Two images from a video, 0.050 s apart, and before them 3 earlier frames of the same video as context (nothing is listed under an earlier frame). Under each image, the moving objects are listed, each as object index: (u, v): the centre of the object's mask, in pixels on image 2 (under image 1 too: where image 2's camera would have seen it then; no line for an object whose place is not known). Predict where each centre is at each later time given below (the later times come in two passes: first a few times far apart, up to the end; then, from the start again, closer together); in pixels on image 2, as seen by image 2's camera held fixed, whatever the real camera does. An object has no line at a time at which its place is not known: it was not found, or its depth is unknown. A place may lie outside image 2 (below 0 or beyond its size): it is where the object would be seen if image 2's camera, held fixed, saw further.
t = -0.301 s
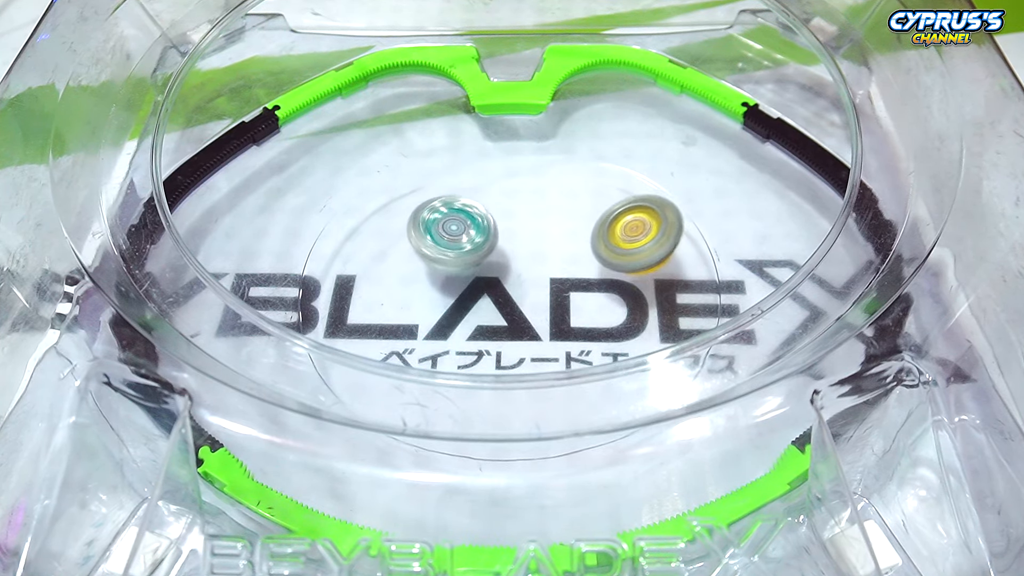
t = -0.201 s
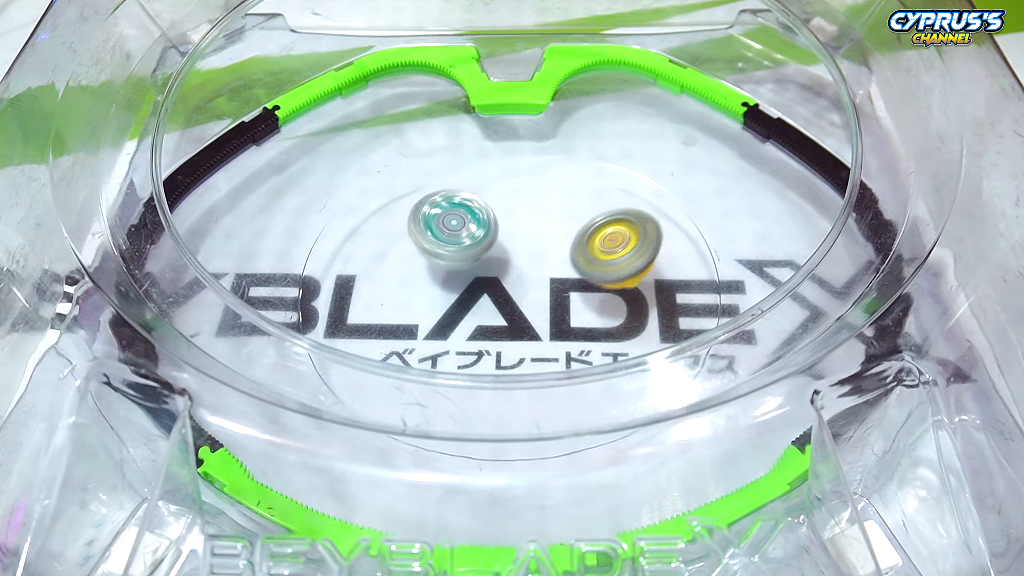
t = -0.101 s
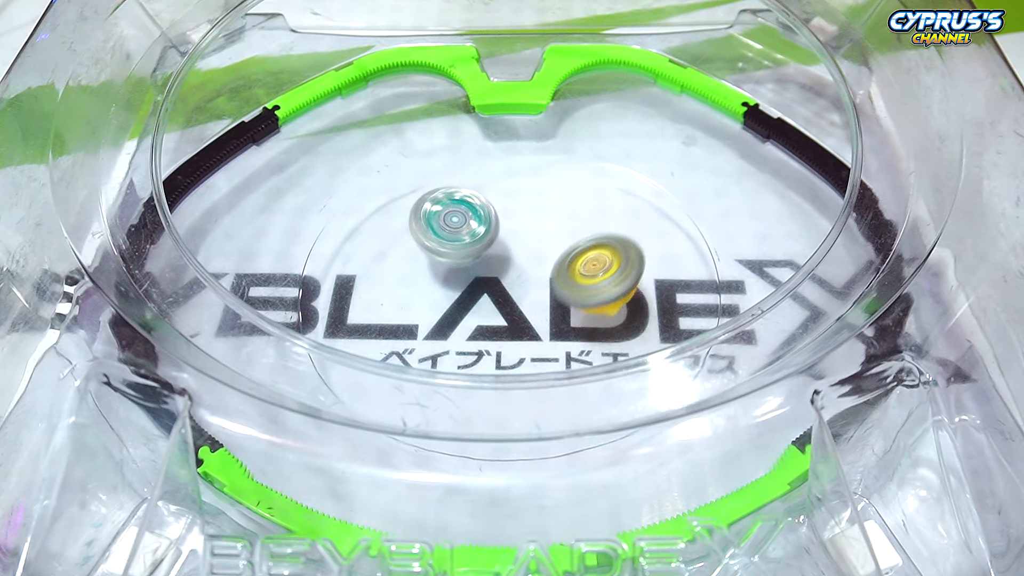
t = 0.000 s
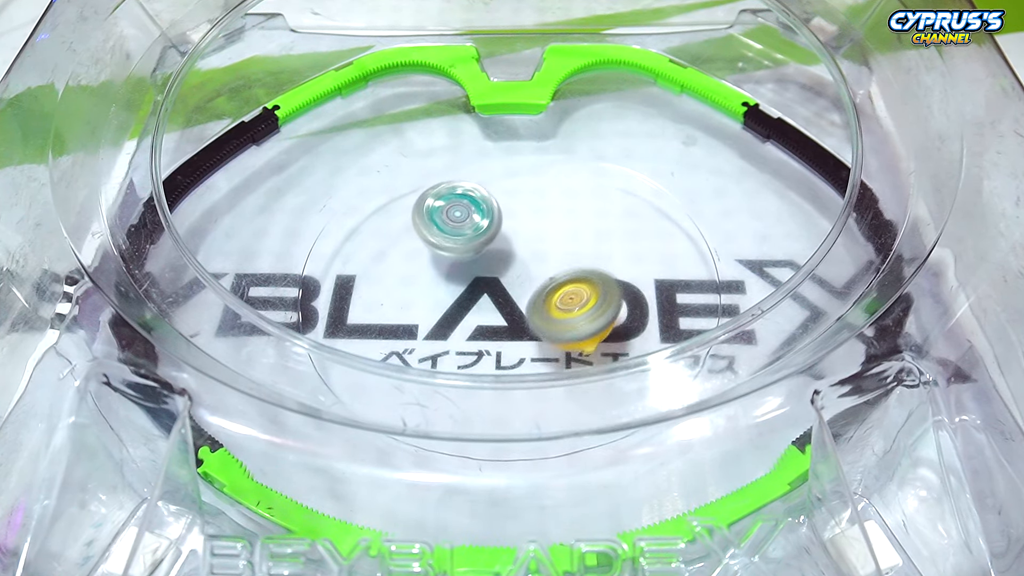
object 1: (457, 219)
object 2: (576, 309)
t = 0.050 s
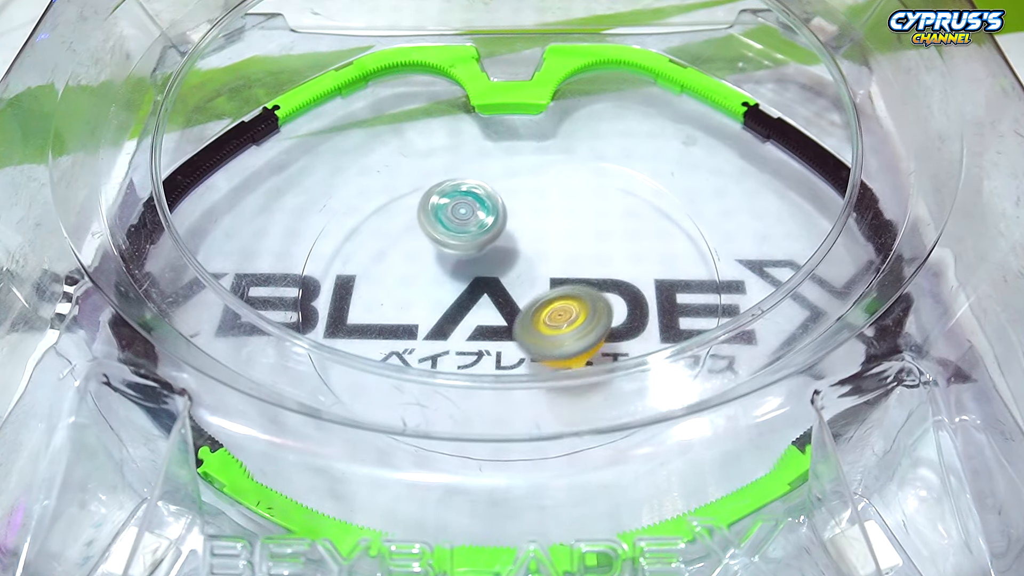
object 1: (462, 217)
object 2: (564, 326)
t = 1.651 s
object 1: (563, 280)
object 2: (430, 208)
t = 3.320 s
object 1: (449, 275)
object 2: (588, 315)
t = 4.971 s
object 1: (577, 233)
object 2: (457, 209)
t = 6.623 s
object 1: (578, 426)
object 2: (466, 436)
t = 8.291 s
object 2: (632, 252)
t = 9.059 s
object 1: (366, 379)
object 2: (496, 343)
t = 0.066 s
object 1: (464, 216)
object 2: (561, 331)
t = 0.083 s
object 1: (466, 216)
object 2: (558, 334)
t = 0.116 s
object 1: (468, 216)
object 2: (552, 341)
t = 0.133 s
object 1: (470, 216)
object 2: (549, 343)
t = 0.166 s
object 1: (472, 216)
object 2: (544, 348)
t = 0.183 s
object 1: (474, 216)
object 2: (542, 350)
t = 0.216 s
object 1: (478, 216)
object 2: (538, 362)
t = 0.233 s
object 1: (480, 215)
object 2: (536, 368)
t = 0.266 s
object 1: (485, 215)
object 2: (532, 374)
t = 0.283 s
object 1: (487, 216)
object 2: (530, 376)
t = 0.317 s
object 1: (490, 217)
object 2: (527, 376)
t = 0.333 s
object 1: (492, 217)
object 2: (526, 375)
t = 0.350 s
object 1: (494, 216)
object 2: (525, 375)
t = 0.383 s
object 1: (499, 216)
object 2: (520, 375)
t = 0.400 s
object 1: (502, 216)
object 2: (520, 387)
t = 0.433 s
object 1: (507, 216)
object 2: (511, 376)
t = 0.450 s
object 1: (508, 216)
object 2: (511, 375)
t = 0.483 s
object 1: (512, 215)
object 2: (506, 375)
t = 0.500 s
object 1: (514, 215)
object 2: (503, 375)
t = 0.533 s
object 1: (519, 215)
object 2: (497, 373)
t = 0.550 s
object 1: (522, 215)
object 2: (494, 371)
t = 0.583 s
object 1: (526, 216)
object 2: (488, 364)
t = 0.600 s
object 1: (528, 216)
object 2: (486, 362)
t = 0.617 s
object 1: (529, 216)
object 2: (484, 352)
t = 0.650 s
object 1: (532, 215)
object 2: (478, 349)
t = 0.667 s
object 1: (534, 215)
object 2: (475, 347)
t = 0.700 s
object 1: (538, 215)
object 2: (470, 344)
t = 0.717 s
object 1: (540, 216)
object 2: (466, 342)
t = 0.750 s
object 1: (542, 217)
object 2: (459, 339)
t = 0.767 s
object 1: (543, 218)
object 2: (456, 337)
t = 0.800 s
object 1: (543, 218)
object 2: (449, 334)
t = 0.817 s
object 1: (544, 218)
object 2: (445, 332)
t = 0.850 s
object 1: (547, 220)
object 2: (438, 329)
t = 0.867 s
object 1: (548, 221)
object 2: (434, 327)
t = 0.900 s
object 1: (549, 224)
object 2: (425, 322)
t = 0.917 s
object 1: (549, 224)
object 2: (422, 320)
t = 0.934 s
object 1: (550, 226)
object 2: (418, 318)
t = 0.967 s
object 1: (552, 227)
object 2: (411, 312)
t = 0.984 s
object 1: (553, 228)
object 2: (408, 309)
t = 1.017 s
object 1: (556, 230)
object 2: (403, 303)
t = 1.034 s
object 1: (557, 232)
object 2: (400, 299)
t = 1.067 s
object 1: (560, 234)
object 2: (396, 293)
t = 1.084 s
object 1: (561, 235)
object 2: (394, 290)
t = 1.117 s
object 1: (565, 238)
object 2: (391, 285)
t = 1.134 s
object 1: (566, 239)
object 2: (390, 282)
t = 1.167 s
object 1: (569, 242)
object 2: (388, 277)
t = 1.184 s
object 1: (570, 243)
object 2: (387, 274)
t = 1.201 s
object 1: (571, 243)
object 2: (387, 272)
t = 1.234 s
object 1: (572, 245)
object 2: (387, 268)
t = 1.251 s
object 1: (573, 246)
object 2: (387, 266)
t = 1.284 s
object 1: (574, 249)
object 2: (388, 262)
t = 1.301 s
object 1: (574, 250)
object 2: (389, 260)
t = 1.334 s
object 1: (572, 252)
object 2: (391, 256)
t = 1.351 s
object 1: (572, 253)
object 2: (392, 254)
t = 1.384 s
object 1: (571, 255)
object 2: (395, 249)
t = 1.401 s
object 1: (571, 257)
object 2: (397, 247)
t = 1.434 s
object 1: (569, 260)
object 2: (401, 243)
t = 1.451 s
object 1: (568, 263)
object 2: (403, 240)
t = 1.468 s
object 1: (567, 264)
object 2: (405, 238)
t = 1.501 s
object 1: (566, 266)
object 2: (410, 233)
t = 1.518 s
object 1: (566, 267)
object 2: (412, 230)
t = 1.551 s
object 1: (565, 271)
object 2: (416, 224)
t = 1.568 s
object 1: (565, 272)
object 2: (419, 222)
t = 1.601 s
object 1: (564, 276)
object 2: (423, 216)
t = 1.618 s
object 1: (563, 278)
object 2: (426, 213)
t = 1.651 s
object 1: (563, 280)
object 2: (430, 208)
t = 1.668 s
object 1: (563, 282)
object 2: (433, 204)
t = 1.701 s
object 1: (563, 286)
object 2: (437, 200)
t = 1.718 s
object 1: (562, 288)
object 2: (439, 198)
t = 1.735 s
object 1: (562, 290)
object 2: (441, 197)
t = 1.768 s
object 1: (561, 293)
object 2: (444, 193)
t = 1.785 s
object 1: (560, 294)
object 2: (446, 191)
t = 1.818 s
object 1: (560, 297)
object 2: (450, 189)
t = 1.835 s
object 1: (560, 298)
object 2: (452, 188)
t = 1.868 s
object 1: (560, 300)
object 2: (455, 187)
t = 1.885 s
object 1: (559, 301)
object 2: (457, 186)
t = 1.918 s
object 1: (557, 304)
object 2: (461, 185)
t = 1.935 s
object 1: (556, 305)
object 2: (463, 185)
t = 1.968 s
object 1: (553, 307)
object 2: (468, 185)
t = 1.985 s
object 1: (552, 308)
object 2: (471, 185)
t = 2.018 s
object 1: (550, 310)
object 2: (476, 184)
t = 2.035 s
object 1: (549, 310)
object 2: (479, 185)
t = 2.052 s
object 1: (547, 311)
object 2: (482, 185)
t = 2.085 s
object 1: (544, 312)
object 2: (488, 186)
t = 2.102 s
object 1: (542, 311)
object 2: (491, 186)
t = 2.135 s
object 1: (540, 311)
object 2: (497, 188)
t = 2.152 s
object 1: (539, 312)
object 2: (500, 189)
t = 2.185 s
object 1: (535, 312)
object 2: (507, 191)
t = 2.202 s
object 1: (533, 312)
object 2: (511, 192)
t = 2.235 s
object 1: (529, 311)
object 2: (519, 195)
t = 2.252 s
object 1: (527, 311)
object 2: (523, 196)
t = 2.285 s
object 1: (524, 310)
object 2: (531, 198)
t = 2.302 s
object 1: (522, 310)
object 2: (535, 200)
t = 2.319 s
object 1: (521, 310)
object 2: (538, 200)
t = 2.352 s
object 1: (517, 309)
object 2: (544, 202)
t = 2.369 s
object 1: (515, 309)
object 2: (547, 203)
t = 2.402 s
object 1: (511, 309)
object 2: (553, 205)
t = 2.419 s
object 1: (509, 309)
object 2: (556, 207)
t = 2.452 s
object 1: (505, 310)
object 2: (560, 208)
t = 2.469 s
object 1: (503, 309)
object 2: (563, 209)
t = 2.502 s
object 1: (497, 310)
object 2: (568, 211)
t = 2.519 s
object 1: (495, 309)
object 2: (571, 212)
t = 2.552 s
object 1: (490, 309)
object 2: (575, 215)
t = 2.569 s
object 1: (488, 309)
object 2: (578, 215)
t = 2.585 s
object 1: (486, 309)
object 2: (580, 216)
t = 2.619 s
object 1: (481, 309)
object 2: (583, 217)
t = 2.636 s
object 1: (479, 308)
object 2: (585, 219)
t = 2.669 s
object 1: (475, 308)
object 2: (589, 221)
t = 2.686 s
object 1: (474, 308)
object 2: (591, 222)
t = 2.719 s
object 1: (470, 308)
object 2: (596, 224)
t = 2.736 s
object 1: (468, 307)
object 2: (598, 226)
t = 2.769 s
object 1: (464, 307)
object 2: (601, 229)
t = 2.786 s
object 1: (462, 306)
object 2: (603, 230)
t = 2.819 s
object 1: (459, 304)
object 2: (606, 233)
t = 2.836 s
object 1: (458, 304)
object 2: (607, 235)
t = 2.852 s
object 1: (457, 303)
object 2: (609, 237)
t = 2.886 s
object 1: (455, 302)
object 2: (611, 241)
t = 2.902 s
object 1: (454, 301)
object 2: (613, 243)
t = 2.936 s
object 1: (452, 301)
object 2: (615, 248)
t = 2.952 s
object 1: (451, 300)
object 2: (615, 251)
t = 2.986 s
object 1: (449, 299)
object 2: (616, 256)
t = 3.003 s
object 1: (448, 298)
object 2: (617, 259)
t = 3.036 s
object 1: (448, 297)
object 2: (616, 265)
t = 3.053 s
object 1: (447, 296)
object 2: (616, 268)
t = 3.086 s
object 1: (446, 294)
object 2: (615, 275)
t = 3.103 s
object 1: (446, 293)
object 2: (614, 278)
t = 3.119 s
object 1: (446, 291)
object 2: (612, 281)
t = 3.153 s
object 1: (446, 289)
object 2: (610, 288)
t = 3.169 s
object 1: (447, 288)
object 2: (608, 292)
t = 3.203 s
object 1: (447, 285)
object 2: (604, 298)
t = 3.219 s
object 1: (447, 283)
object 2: (602, 301)
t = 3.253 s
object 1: (448, 280)
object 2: (598, 306)
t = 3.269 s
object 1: (448, 279)
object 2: (596, 308)
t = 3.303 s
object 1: (449, 277)
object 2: (590, 313)
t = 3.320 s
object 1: (449, 275)
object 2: (588, 315)
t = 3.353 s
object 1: (450, 273)
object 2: (581, 320)
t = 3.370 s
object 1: (449, 272)
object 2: (578, 322)
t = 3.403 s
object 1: (450, 270)
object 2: (571, 325)
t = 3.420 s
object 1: (450, 269)
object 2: (568, 326)
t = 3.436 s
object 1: (450, 267)
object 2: (565, 327)
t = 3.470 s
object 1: (450, 266)
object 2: (558, 327)
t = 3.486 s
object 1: (449, 265)
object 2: (555, 328)
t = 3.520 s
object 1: (449, 262)
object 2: (548, 328)
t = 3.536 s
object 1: (449, 260)
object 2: (545, 328)
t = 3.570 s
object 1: (449, 258)
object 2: (538, 329)
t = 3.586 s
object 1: (450, 257)
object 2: (535, 329)
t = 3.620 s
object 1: (452, 253)
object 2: (527, 328)
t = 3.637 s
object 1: (453, 252)
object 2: (524, 328)
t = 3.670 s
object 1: (455, 250)
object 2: (516, 327)
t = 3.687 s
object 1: (456, 248)
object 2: (512, 326)
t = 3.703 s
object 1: (456, 247)
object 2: (508, 325)
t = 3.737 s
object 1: (458, 245)
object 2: (500, 323)
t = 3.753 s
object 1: (459, 243)
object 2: (496, 322)
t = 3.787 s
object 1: (461, 240)
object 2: (488, 320)
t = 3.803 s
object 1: (461, 238)
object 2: (484, 319)
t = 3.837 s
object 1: (464, 235)
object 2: (477, 316)
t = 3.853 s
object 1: (465, 234)
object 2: (474, 314)
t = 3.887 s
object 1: (468, 230)
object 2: (467, 311)
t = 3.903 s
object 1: (469, 229)
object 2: (463, 309)
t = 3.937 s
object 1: (471, 227)
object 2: (457, 306)
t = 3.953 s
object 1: (472, 226)
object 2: (454, 304)
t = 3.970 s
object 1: (473, 225)
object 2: (450, 302)
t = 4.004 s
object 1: (475, 222)
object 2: (444, 298)
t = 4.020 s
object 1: (476, 222)
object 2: (441, 296)
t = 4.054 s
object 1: (478, 221)
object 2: (435, 292)
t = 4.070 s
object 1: (479, 220)
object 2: (433, 291)
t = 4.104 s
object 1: (481, 219)
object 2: (429, 287)
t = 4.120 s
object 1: (482, 219)
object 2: (427, 286)
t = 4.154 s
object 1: (484, 218)
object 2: (423, 282)
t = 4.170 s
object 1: (485, 218)
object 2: (422, 281)
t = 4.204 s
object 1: (486, 218)
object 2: (420, 277)
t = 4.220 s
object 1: (487, 218)
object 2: (419, 276)
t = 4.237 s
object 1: (487, 218)
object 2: (418, 274)
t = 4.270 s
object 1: (490, 218)
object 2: (417, 270)
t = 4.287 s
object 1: (492, 217)
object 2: (416, 268)
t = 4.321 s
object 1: (495, 217)
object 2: (416, 265)
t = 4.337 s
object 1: (497, 218)
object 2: (416, 263)
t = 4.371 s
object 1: (499, 218)
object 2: (416, 259)
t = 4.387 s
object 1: (502, 218)
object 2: (416, 257)
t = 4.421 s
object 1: (506, 218)
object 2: (417, 254)
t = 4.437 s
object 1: (508, 218)
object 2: (417, 252)
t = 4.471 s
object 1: (513, 219)
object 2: (418, 249)
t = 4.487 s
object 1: (515, 219)
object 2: (419, 247)
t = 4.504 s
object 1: (517, 219)
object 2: (420, 246)
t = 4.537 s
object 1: (521, 220)
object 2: (422, 242)
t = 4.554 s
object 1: (523, 220)
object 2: (423, 241)
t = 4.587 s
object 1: (526, 221)
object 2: (425, 237)
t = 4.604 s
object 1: (528, 221)
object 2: (427, 236)
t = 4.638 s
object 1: (530, 221)
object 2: (431, 233)
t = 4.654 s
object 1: (532, 222)
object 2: (432, 231)
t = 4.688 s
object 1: (536, 222)
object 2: (436, 228)
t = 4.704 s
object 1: (537, 222)
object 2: (439, 227)
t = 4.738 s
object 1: (541, 223)
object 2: (443, 224)
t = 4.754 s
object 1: (542, 223)
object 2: (446, 223)
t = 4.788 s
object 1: (546, 224)
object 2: (451, 220)
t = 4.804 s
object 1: (547, 225)
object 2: (453, 219)
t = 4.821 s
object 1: (553, 226)
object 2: (452, 217)
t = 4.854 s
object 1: (563, 229)
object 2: (449, 214)
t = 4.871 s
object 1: (567, 230)
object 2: (449, 213)
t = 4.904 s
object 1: (572, 231)
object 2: (451, 211)
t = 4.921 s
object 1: (574, 232)
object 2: (452, 210)
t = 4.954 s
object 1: (577, 233)
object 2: (455, 209)
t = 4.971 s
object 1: (577, 233)
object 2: (457, 209)
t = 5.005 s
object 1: (578, 233)
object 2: (460, 208)
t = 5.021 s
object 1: (578, 233)
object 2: (462, 208)
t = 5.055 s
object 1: (578, 233)
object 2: (467, 207)
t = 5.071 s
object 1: (578, 233)
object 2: (469, 207)
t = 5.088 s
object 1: (578, 234)
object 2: (471, 207)
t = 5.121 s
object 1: (578, 235)
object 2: (475, 207)
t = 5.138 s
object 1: (578, 235)
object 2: (478, 207)
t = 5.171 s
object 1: (577, 236)
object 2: (482, 208)
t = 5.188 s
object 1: (577, 237)
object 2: (484, 208)
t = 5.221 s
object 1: (577, 239)
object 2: (489, 208)
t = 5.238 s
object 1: (576, 240)
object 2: (491, 208)
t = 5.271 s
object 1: (627, 261)
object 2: (444, 170)
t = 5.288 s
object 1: (661, 276)
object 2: (415, 154)
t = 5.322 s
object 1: (713, 294)
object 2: (362, 125)
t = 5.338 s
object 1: (738, 306)
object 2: (337, 106)
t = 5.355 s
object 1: (761, 319)
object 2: (315, 95)
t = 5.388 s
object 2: (286, 95)
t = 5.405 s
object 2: (287, 113)
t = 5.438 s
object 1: (806, 311)
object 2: (295, 164)
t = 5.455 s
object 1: (791, 278)
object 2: (299, 200)
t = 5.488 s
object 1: (752, 219)
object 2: (305, 240)
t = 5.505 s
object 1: (734, 195)
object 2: (310, 258)
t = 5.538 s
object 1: (702, 134)
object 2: (326, 313)
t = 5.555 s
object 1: (689, 107)
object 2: (328, 349)
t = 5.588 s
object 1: (661, 67)
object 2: (347, 386)
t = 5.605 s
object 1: (641, 48)
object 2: (358, 414)
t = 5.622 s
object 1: (603, 38)
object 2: (366, 441)
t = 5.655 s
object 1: (558, 93)
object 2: (391, 469)
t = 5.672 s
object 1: (563, 126)
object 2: (405, 488)
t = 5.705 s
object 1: (561, 226)
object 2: (436, 503)
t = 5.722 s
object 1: (559, 266)
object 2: (470, 502)
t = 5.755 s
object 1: (558, 338)
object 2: (566, 483)
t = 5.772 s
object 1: (559, 383)
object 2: (606, 474)
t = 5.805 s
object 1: (543, 416)
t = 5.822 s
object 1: (534, 420)
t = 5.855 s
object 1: (520, 431)
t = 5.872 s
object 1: (514, 435)
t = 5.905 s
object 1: (505, 446)
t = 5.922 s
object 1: (502, 455)
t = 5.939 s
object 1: (501, 461)
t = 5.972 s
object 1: (502, 474)
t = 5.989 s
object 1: (504, 483)
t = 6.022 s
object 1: (511, 487)
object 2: (868, 195)
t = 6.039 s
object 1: (514, 488)
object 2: (851, 177)
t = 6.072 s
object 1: (520, 490)
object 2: (814, 146)
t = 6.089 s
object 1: (523, 491)
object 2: (793, 128)
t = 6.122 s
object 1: (530, 490)
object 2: (750, 107)
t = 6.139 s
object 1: (533, 491)
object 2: (730, 94)
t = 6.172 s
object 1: (539, 490)
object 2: (697, 73)
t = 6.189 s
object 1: (542, 489)
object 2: (682, 64)
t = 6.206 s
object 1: (545, 488)
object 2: (667, 55)
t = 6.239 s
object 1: (550, 486)
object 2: (635, 45)
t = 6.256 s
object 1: (552, 486)
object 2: (622, 41)
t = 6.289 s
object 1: (556, 484)
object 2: (574, 63)
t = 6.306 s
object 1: (558, 482)
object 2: (561, 87)
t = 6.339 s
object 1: (562, 479)
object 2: (546, 140)
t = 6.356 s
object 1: (564, 478)
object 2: (537, 169)
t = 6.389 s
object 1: (567, 475)
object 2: (518, 224)
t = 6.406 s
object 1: (568, 473)
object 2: (509, 250)
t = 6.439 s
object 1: (571, 470)
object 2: (491, 298)
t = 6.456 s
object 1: (571, 460)
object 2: (482, 322)
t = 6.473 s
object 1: (572, 456)
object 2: (476, 334)
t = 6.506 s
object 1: (575, 449)
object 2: (459, 375)
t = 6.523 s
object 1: (575, 444)
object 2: (455, 391)
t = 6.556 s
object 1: (576, 438)
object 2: (450, 420)
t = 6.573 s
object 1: (576, 436)
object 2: (451, 430)
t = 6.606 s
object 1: (578, 429)
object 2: (461, 431)
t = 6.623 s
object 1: (578, 426)
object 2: (466, 436)
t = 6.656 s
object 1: (622, 418)
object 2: (438, 443)
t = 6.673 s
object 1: (641, 416)
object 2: (411, 442)
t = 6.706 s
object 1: (731, 393)
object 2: (360, 450)
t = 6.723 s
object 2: (342, 446)
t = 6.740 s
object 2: (323, 446)
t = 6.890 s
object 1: (842, 179)
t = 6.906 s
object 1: (830, 158)
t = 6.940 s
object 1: (766, 111)
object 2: (271, 412)
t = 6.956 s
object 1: (723, 96)
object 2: (272, 412)
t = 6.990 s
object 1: (649, 66)
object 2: (272, 408)
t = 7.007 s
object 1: (611, 56)
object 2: (271, 406)
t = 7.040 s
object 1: (579, 62)
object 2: (270, 404)
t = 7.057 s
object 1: (581, 77)
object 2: (271, 403)
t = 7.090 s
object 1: (594, 137)
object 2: (270, 399)
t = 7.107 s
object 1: (601, 178)
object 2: (269, 396)
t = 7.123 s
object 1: (602, 205)
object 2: (267, 392)
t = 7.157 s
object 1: (606, 271)
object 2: (265, 385)
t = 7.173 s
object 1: (606, 298)
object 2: (263, 383)
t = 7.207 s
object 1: (603, 338)
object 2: (259, 376)
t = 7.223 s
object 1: (604, 377)
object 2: (258, 374)
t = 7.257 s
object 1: (599, 427)
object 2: (252, 366)
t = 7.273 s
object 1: (589, 431)
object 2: (250, 362)
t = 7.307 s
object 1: (566, 445)
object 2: (251, 345)
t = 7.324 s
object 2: (249, 340)
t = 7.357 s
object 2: (248, 328)
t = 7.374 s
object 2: (250, 322)
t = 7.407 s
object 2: (255, 305)
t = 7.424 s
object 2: (259, 299)
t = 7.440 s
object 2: (260, 294)
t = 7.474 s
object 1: (557, 419)
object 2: (269, 279)
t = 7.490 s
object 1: (588, 382)
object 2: (271, 275)
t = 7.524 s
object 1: (639, 322)
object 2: (277, 265)
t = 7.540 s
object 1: (660, 308)
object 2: (281, 258)
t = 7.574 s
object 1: (695, 246)
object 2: (291, 247)
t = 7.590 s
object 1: (705, 220)
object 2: (296, 243)
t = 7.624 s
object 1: (726, 168)
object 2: (309, 231)
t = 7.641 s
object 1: (735, 143)
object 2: (315, 227)
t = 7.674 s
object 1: (747, 107)
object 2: (330, 225)
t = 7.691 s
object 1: (746, 90)
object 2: (338, 223)
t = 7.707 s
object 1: (717, 78)
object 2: (346, 223)
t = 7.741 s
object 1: (626, 82)
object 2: (362, 221)
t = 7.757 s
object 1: (594, 81)
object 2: (371, 220)
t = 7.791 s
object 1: (520, 84)
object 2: (390, 220)
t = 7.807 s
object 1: (485, 93)
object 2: (399, 219)
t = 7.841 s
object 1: (425, 107)
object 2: (419, 219)
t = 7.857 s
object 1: (396, 112)
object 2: (428, 219)
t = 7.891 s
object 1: (341, 127)
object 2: (446, 220)
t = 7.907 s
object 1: (320, 133)
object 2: (454, 219)
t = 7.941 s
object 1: (276, 145)
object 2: (470, 220)
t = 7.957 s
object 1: (258, 151)
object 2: (479, 220)
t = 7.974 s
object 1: (241, 158)
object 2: (487, 221)
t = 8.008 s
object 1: (214, 172)
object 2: (505, 223)
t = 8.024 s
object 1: (204, 179)
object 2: (513, 223)
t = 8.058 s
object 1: (184, 192)
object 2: (530, 225)
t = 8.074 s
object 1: (168, 201)
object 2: (539, 226)
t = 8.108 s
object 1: (150, 215)
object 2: (556, 229)
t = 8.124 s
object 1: (146, 224)
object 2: (565, 231)
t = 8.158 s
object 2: (580, 233)
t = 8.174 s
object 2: (587, 236)
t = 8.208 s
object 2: (602, 240)
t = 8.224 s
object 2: (608, 242)
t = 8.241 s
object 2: (616, 245)
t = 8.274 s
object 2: (626, 249)
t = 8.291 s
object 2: (632, 252)
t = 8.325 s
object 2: (642, 257)
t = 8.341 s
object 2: (646, 259)
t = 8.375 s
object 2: (654, 265)
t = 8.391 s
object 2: (657, 268)
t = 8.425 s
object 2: (663, 275)
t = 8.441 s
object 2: (665, 279)
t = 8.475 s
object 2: (669, 286)
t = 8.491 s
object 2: (670, 290)
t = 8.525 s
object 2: (671, 297)
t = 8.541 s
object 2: (671, 300)
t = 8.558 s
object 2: (669, 303)
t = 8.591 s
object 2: (667, 308)
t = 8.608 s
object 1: (796, 125)
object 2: (664, 312)
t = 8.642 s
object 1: (747, 92)
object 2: (657, 318)
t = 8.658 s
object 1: (722, 75)
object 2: (653, 320)
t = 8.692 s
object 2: (644, 326)
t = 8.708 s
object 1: (641, 43)
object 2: (640, 328)
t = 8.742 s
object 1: (593, 41)
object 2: (629, 332)
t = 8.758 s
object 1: (576, 55)
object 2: (624, 335)
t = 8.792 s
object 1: (544, 88)
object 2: (612, 338)
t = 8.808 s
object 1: (530, 108)
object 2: (606, 341)
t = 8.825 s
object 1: (516, 134)
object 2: (599, 343)
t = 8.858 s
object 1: (485, 177)
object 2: (585, 345)
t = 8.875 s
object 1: (468, 201)
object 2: (578, 347)
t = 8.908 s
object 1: (438, 242)
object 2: (564, 348)
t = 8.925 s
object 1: (424, 262)
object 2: (556, 349)
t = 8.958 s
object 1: (396, 302)
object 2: (540, 349)
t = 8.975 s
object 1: (385, 317)
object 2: (532, 348)
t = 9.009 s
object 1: (375, 335)
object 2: (518, 347)
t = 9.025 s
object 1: (364, 359)
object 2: (511, 346)
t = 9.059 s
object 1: (366, 379)
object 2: (496, 343)
